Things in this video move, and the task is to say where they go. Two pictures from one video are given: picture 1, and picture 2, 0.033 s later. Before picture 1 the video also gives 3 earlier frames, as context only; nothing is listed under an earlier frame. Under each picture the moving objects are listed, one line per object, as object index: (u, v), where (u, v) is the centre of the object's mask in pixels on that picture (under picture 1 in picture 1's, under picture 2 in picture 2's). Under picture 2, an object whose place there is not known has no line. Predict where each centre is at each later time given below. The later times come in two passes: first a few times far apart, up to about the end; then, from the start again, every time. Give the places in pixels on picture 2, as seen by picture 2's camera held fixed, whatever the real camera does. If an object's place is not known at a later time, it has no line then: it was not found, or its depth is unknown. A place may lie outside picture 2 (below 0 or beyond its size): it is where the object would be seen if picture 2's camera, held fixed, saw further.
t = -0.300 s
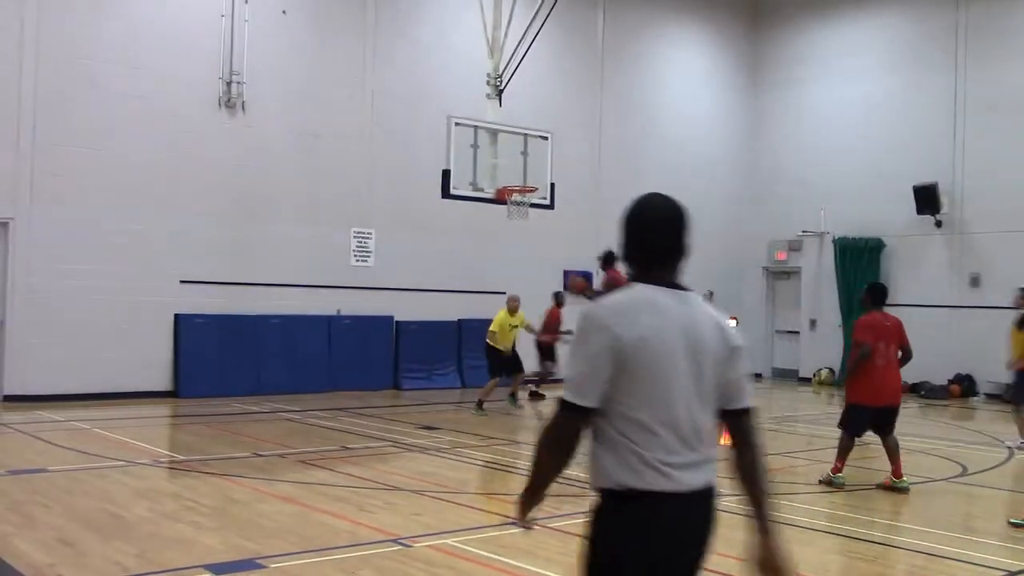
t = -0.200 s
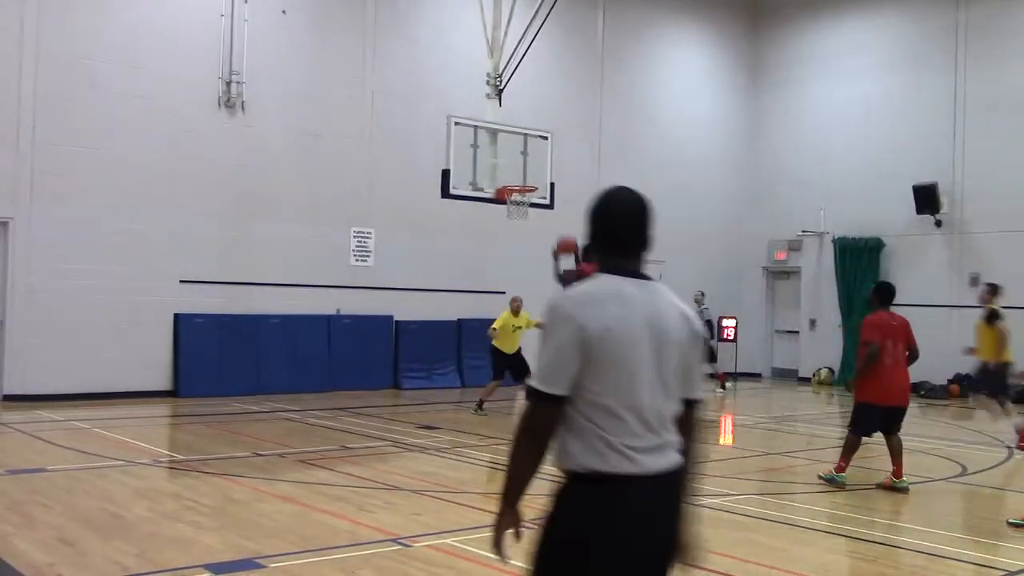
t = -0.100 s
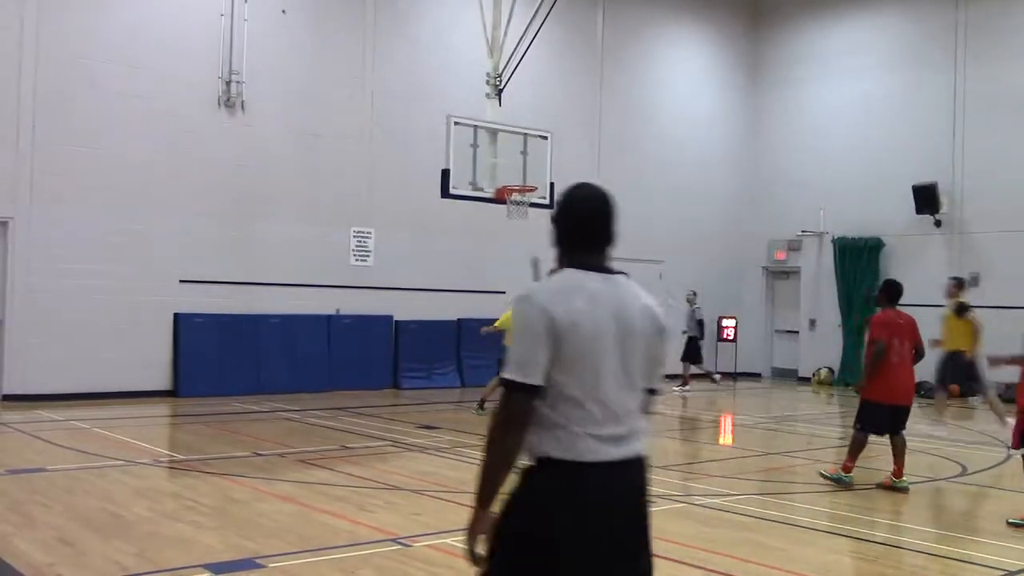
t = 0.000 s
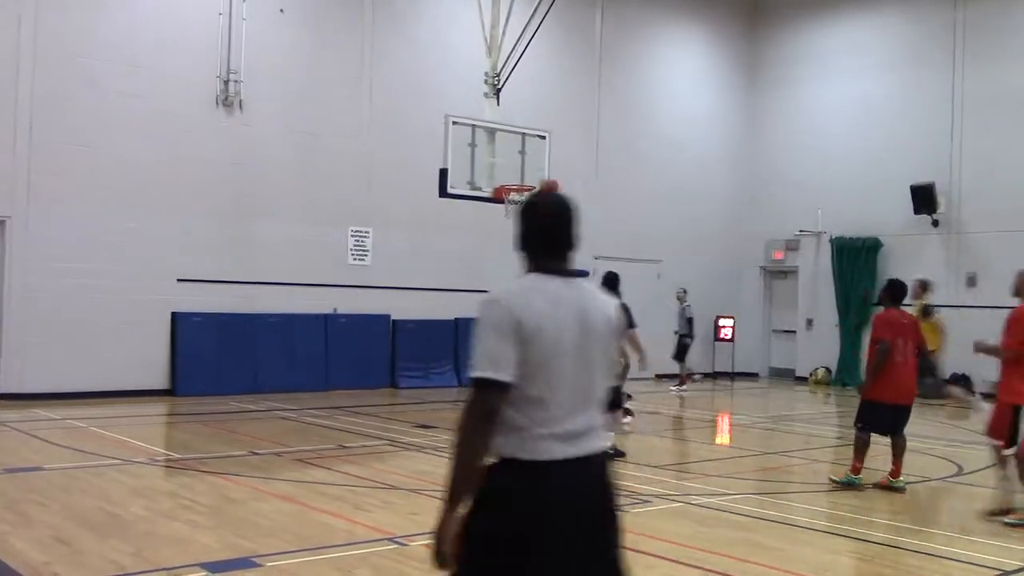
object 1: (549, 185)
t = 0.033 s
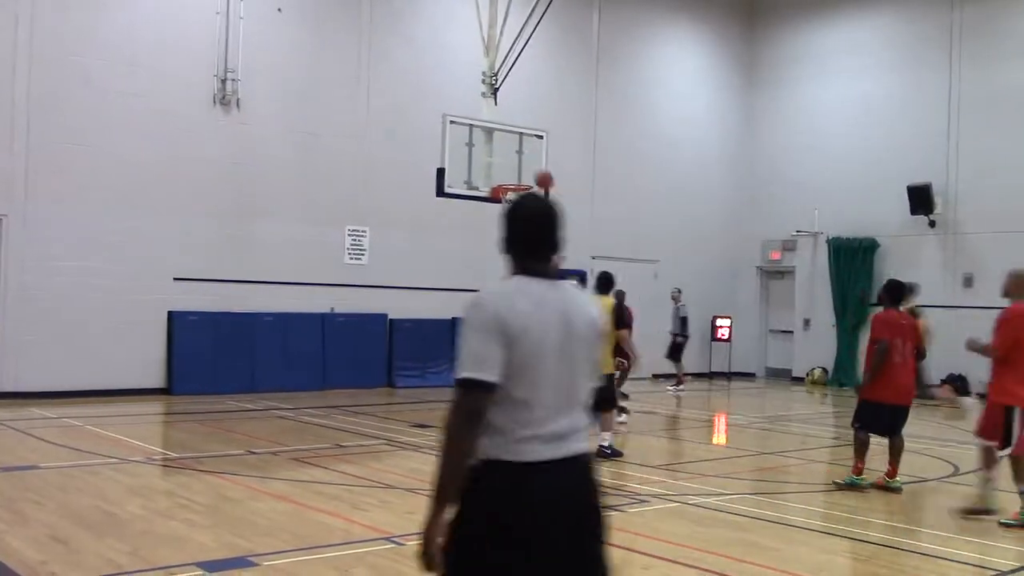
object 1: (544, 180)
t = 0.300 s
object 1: (522, 154)
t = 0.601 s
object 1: (506, 175)
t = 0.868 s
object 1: (534, 176)
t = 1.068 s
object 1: (553, 210)
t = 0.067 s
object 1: (541, 173)
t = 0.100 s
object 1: (538, 167)
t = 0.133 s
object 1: (536, 163)
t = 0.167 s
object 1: (533, 159)
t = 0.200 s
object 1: (529, 156)
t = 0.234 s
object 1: (527, 155)
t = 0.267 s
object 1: (525, 153)
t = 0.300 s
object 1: (522, 154)
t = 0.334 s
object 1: (519, 154)
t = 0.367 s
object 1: (516, 155)
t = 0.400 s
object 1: (514, 157)
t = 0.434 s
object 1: (512, 160)
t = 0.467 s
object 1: (509, 164)
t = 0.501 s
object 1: (506, 169)
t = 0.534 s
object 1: (504, 174)
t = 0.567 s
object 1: (503, 177)
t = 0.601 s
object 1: (506, 175)
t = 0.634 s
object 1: (509, 172)
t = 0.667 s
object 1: (513, 170)
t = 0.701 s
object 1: (516, 170)
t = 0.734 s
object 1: (520, 169)
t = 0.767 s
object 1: (523, 170)
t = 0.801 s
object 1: (527, 171)
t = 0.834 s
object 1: (530, 173)
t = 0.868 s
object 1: (534, 176)
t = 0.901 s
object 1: (537, 179)
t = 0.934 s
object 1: (540, 184)
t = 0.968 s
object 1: (543, 189)
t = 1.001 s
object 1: (547, 195)
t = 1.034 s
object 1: (549, 202)
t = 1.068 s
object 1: (553, 210)
